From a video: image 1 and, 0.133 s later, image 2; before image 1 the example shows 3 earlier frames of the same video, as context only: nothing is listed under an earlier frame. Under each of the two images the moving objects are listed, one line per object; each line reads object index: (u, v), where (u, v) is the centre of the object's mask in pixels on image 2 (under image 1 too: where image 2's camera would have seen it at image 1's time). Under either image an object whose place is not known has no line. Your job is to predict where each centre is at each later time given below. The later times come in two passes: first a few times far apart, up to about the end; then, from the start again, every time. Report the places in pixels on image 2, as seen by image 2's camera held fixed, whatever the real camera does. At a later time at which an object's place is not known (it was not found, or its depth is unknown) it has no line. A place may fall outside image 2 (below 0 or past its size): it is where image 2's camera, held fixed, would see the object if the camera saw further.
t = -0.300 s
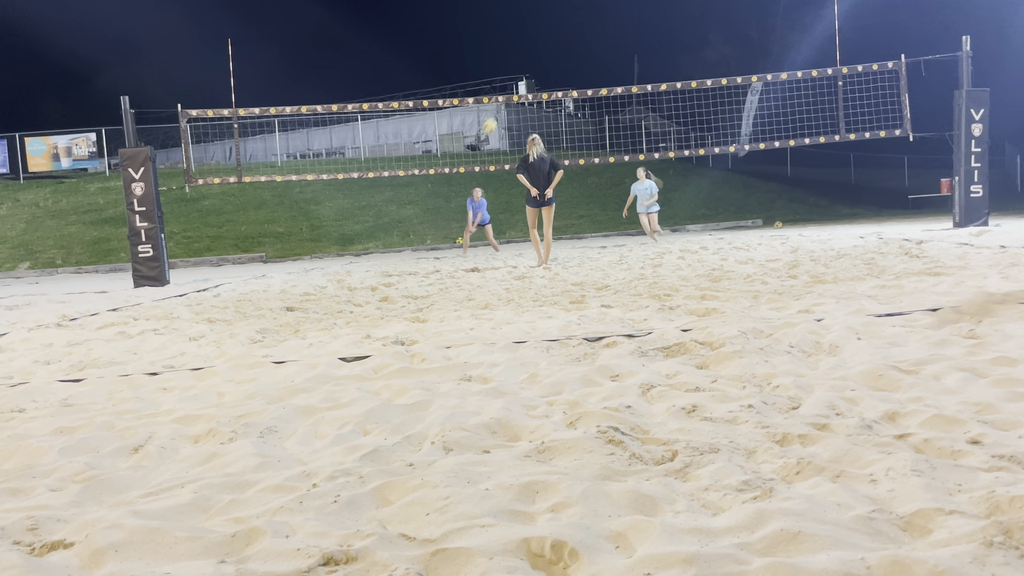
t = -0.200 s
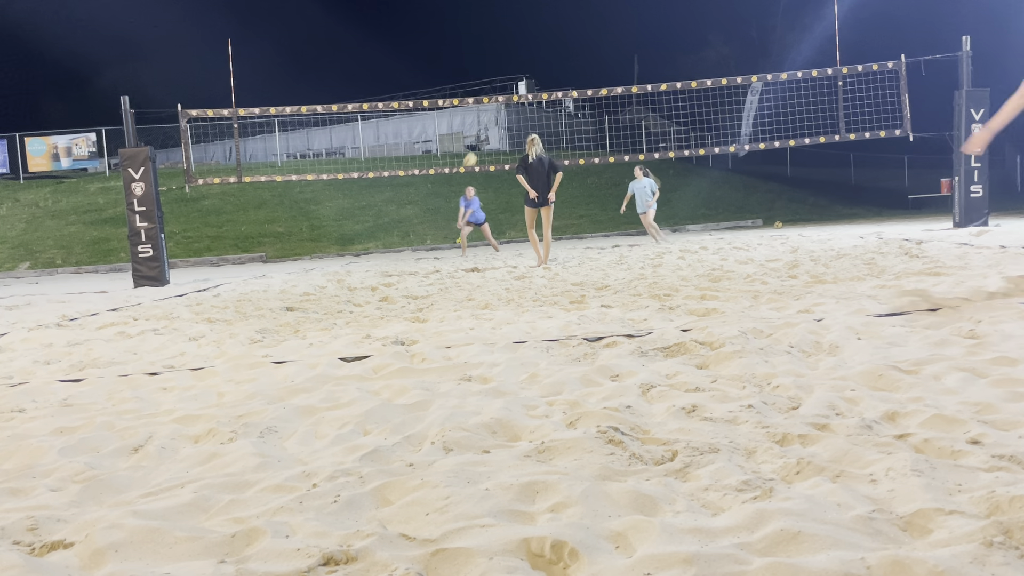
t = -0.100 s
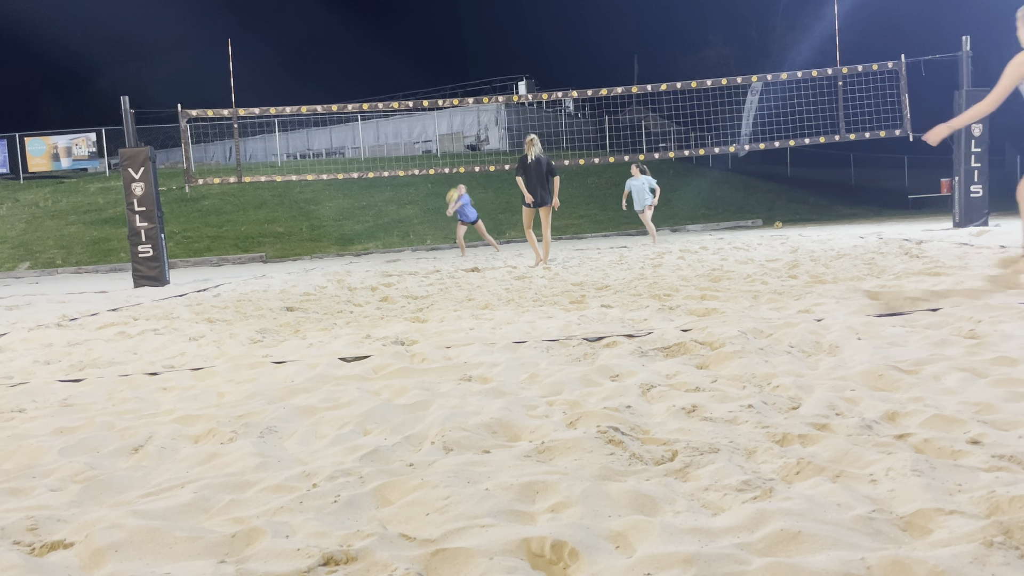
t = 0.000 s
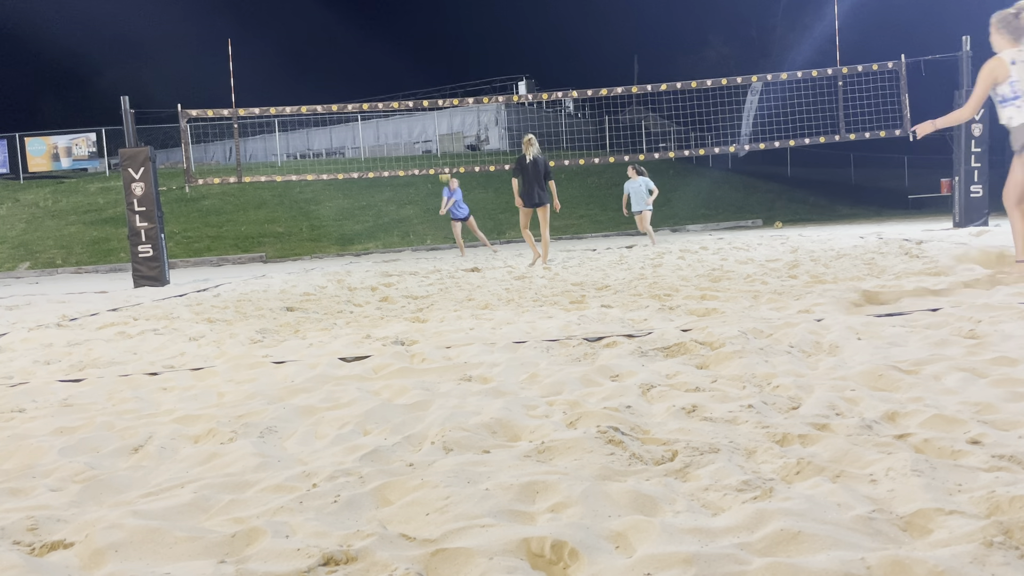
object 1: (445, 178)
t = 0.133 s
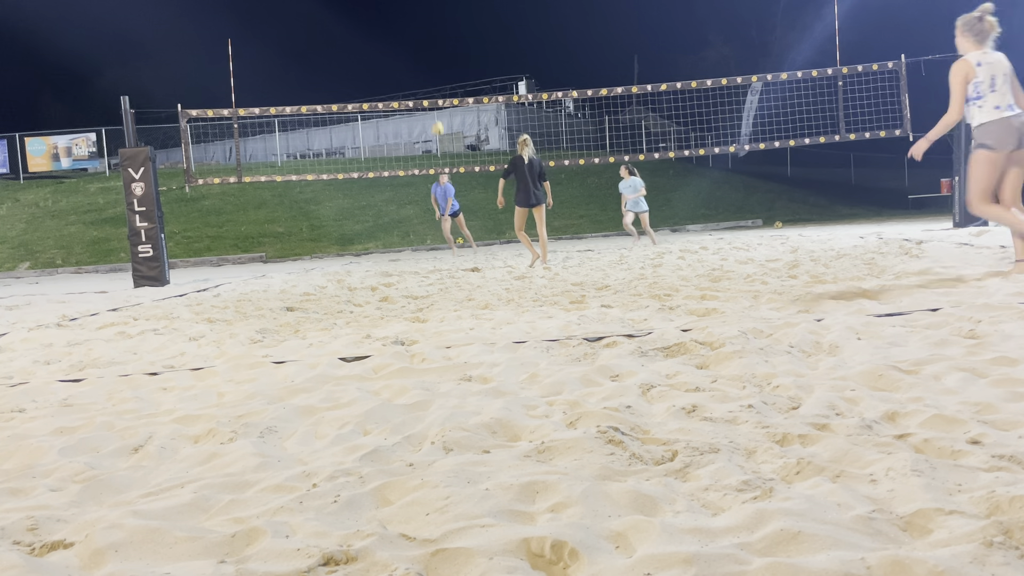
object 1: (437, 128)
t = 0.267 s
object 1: (431, 90)
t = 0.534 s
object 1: (416, 36)
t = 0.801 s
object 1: (411, 27)
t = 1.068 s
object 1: (407, 71)
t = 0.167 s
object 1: (436, 117)
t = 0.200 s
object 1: (434, 110)
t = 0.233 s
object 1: (432, 95)
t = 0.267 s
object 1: (431, 90)
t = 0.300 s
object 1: (429, 81)
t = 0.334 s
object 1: (428, 73)
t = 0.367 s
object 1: (426, 61)
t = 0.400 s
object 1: (424, 54)
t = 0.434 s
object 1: (423, 49)
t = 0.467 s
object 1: (421, 43)
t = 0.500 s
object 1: (418, 38)
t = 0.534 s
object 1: (416, 36)
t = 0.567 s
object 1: (417, 31)
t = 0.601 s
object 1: (416, 29)
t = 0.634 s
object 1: (415, 27)
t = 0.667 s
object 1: (413, 25)
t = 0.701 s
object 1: (414, 25)
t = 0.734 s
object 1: (412, 30)
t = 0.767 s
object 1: (412, 30)
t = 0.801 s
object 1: (411, 27)
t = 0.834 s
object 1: (410, 34)
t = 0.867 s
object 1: (409, 37)
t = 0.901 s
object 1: (409, 41)
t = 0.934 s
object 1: (411, 42)
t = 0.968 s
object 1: (408, 50)
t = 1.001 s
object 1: (407, 57)
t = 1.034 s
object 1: (407, 64)
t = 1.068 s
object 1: (407, 71)
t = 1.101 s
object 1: (406, 79)
